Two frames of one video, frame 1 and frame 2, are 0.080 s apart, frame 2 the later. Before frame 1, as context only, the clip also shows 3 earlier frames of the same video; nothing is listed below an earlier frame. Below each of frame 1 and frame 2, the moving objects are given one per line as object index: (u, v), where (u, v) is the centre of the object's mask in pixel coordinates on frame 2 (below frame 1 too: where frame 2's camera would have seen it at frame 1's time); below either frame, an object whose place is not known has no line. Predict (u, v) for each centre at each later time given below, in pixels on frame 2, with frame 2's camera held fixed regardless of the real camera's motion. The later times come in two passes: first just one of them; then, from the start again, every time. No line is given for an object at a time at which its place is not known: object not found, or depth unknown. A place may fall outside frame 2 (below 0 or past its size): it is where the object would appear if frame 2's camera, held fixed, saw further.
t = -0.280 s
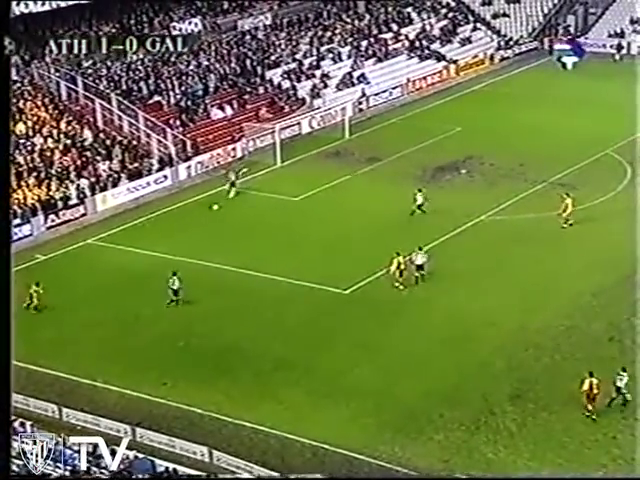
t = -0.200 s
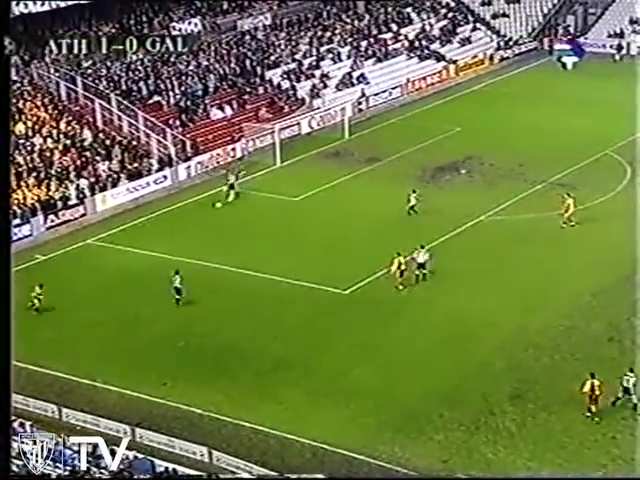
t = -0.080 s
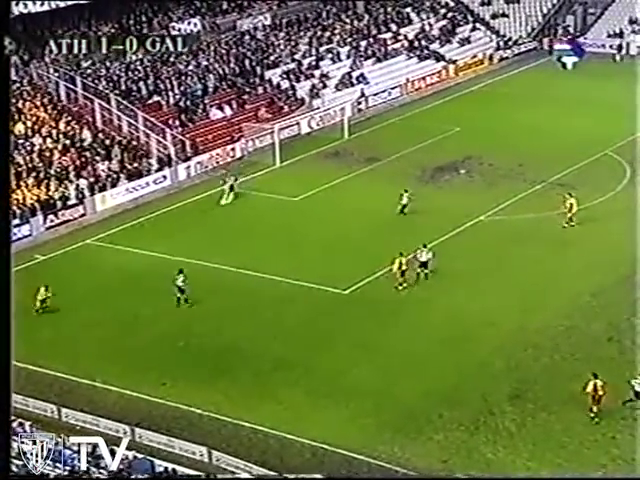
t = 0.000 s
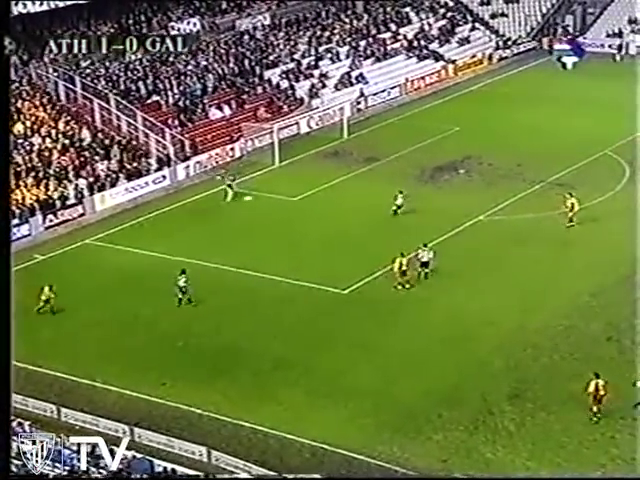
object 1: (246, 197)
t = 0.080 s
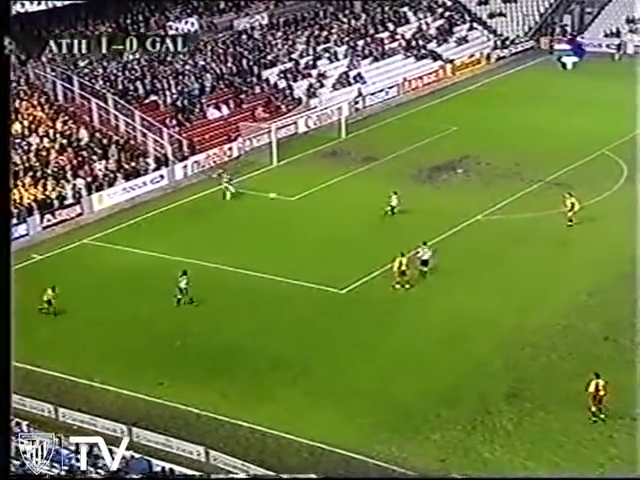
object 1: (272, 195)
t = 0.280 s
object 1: (344, 192)
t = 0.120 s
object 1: (285, 194)
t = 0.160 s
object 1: (300, 193)
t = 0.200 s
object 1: (314, 193)
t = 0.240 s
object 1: (330, 193)
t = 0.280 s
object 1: (344, 192)
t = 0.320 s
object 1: (360, 192)
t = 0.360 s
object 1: (375, 193)
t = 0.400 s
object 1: (391, 194)
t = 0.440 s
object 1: (406, 195)
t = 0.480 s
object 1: (421, 195)
